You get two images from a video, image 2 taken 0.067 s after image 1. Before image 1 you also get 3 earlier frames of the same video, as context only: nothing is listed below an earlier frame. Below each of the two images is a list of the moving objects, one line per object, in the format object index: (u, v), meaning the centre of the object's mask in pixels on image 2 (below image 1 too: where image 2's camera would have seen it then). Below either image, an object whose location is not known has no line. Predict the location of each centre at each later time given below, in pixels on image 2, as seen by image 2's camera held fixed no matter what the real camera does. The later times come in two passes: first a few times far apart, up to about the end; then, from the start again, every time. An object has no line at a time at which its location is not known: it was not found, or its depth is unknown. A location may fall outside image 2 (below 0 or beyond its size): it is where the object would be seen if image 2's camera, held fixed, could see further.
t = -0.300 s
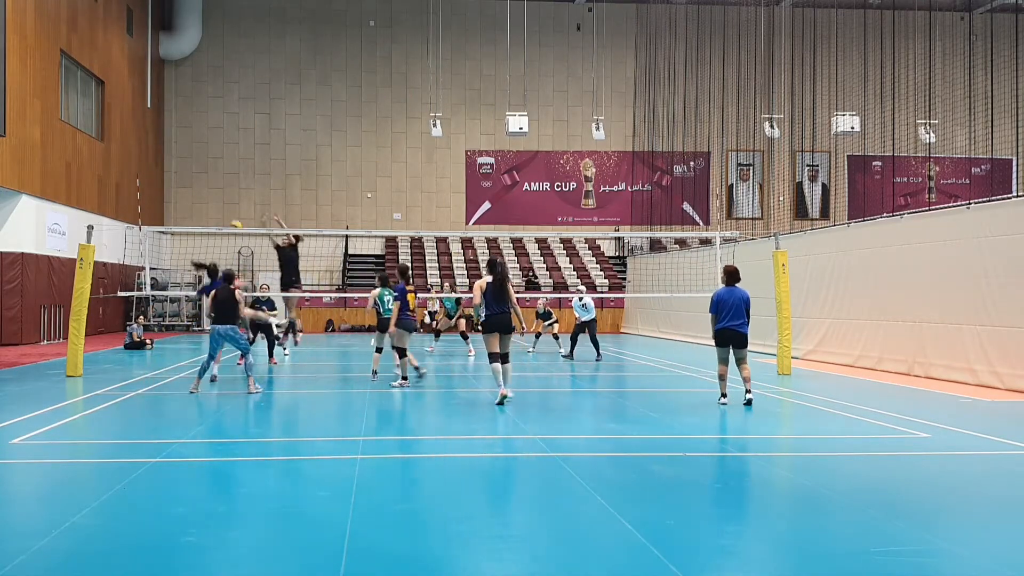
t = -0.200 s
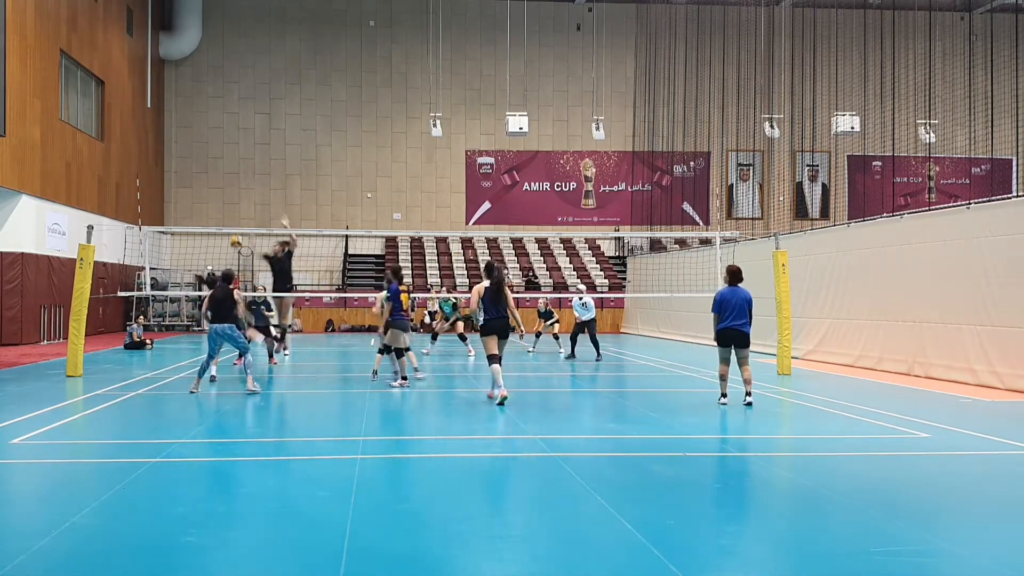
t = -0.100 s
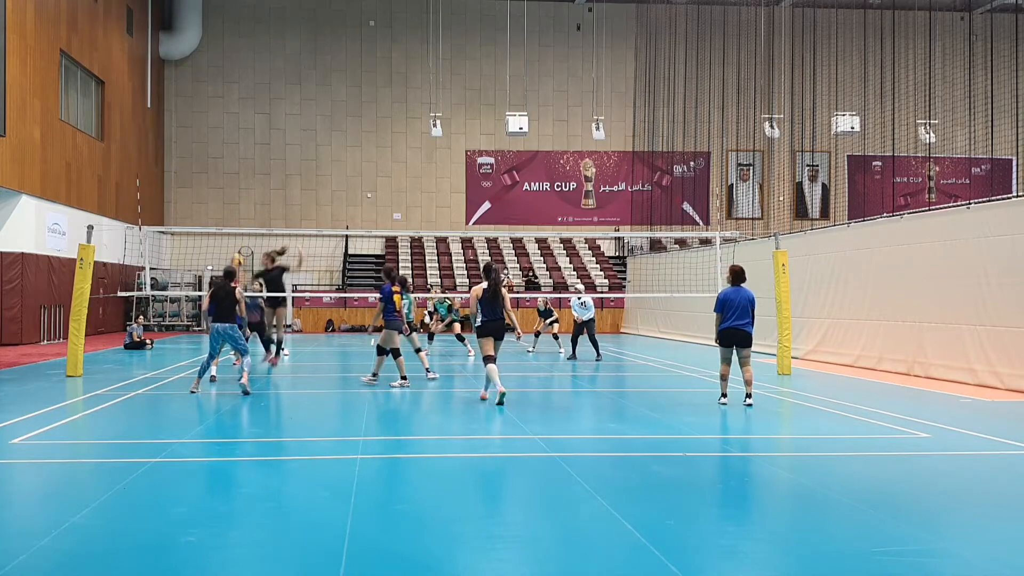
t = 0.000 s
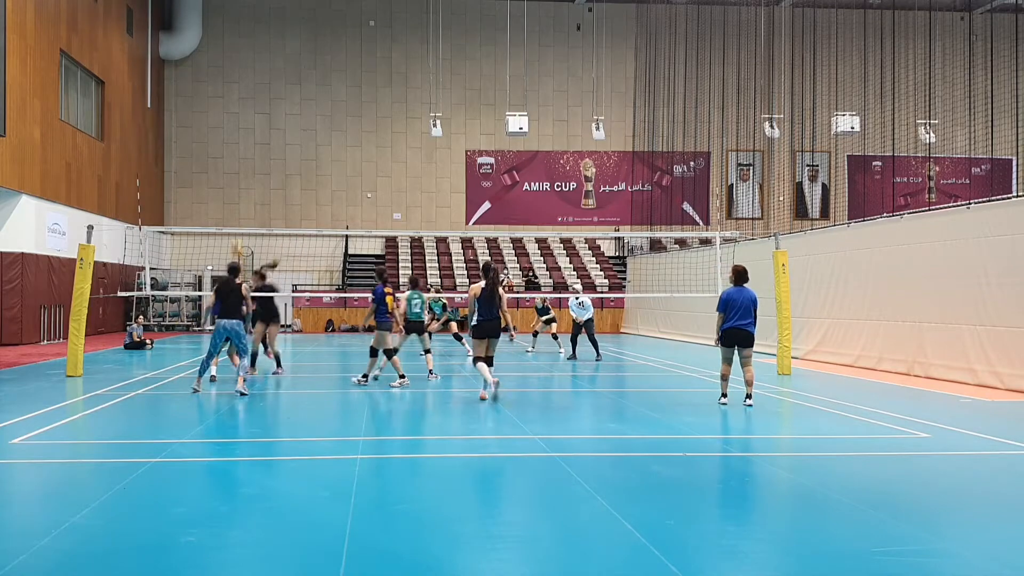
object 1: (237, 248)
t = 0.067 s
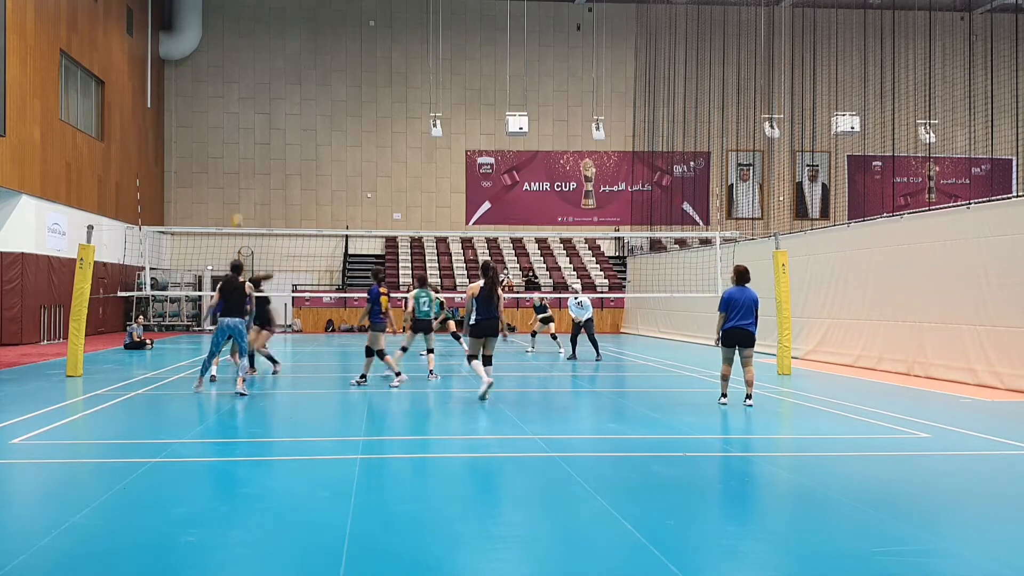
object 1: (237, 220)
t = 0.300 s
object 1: (238, 155)
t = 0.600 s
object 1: (238, 118)
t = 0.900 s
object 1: (238, 125)
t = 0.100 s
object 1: (236, 209)
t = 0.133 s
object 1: (237, 198)
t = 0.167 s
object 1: (239, 189)
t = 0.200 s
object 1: (239, 180)
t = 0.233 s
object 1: (238, 169)
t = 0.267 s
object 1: (238, 163)
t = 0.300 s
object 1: (238, 155)
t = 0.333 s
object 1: (237, 148)
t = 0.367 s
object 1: (238, 142)
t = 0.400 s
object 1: (238, 137)
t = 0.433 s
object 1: (238, 131)
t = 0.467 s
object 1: (238, 128)
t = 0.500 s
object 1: (238, 124)
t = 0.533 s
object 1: (238, 121)
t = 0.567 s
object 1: (238, 119)
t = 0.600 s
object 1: (238, 118)
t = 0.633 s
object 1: (238, 116)
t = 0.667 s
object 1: (238, 116)
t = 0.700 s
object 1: (238, 115)
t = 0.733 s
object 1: (238, 116)
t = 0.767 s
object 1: (238, 116)
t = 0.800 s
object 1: (238, 117)
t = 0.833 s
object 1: (238, 120)
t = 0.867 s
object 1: (238, 122)
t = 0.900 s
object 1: (238, 125)
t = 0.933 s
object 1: (238, 128)
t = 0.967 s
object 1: (238, 132)
